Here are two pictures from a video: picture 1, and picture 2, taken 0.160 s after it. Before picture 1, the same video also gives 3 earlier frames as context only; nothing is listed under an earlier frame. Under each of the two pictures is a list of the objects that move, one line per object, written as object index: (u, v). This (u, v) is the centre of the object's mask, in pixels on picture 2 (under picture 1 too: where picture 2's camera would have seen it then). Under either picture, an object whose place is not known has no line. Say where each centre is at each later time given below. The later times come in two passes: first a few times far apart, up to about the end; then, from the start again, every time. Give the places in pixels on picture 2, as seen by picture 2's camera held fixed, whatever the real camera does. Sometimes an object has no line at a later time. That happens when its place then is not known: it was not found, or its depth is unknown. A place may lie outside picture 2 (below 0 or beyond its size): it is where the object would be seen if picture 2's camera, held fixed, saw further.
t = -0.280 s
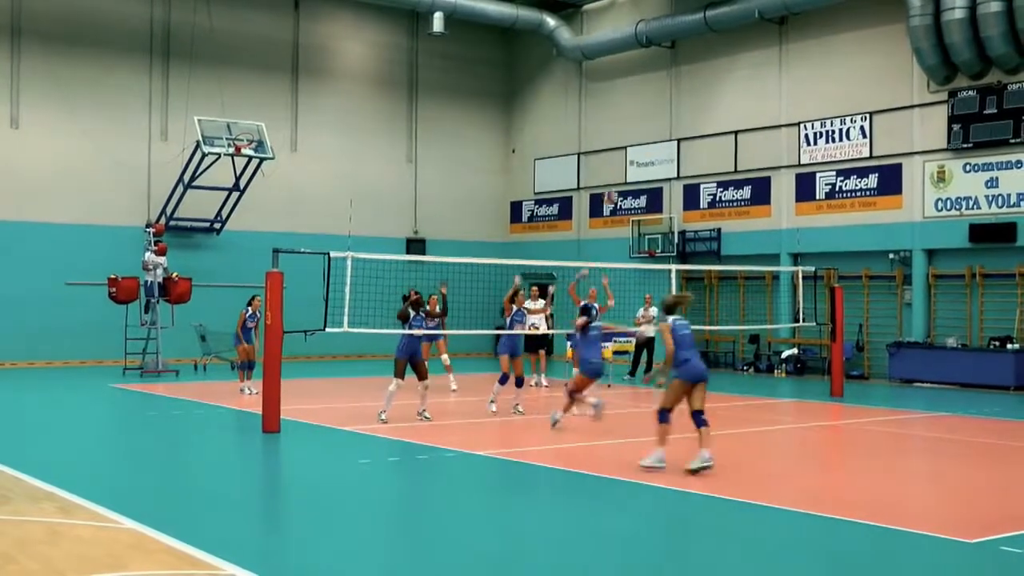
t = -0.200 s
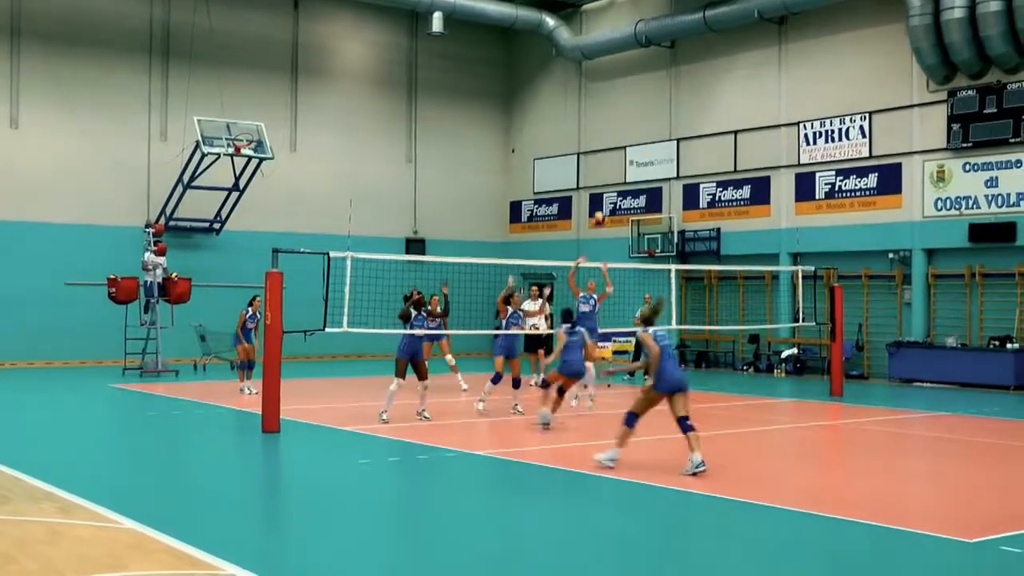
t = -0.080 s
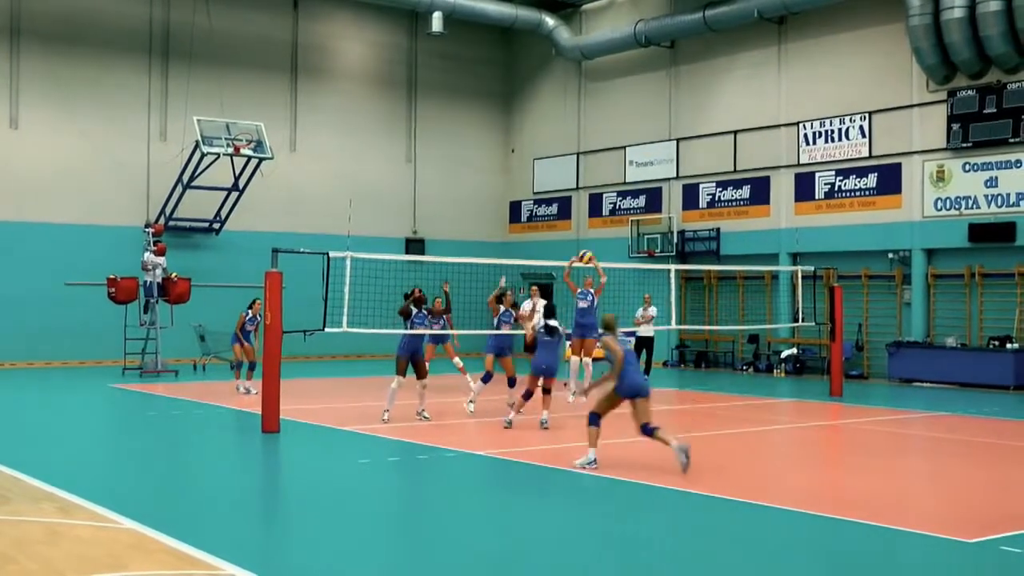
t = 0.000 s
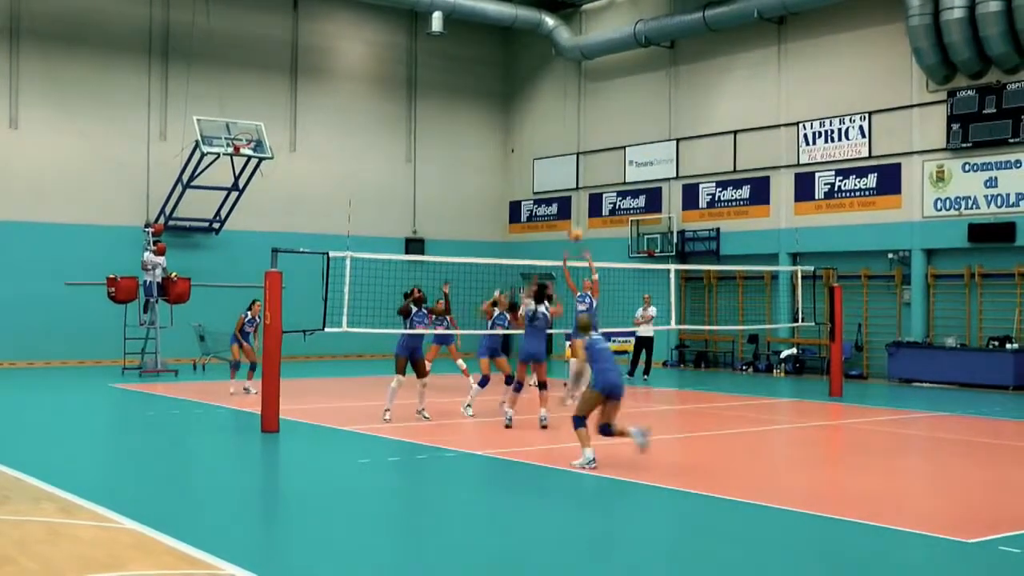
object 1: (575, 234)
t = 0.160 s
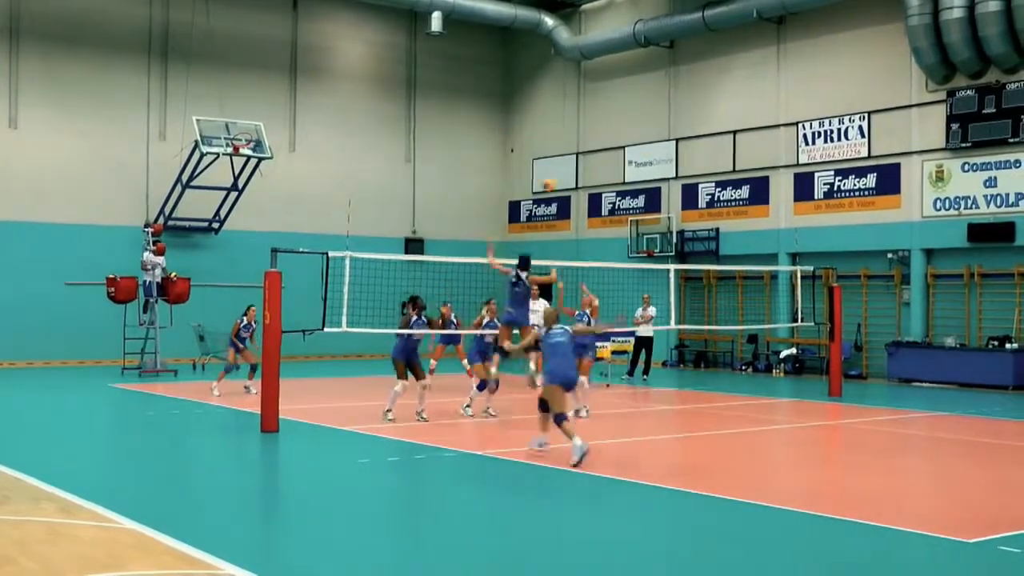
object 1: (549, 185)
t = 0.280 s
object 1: (530, 157)
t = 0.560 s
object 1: (480, 131)
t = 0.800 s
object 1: (435, 158)
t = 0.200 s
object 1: (543, 173)
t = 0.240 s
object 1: (536, 164)
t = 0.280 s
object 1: (530, 157)
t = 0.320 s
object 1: (522, 149)
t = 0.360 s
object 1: (516, 144)
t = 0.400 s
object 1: (509, 139)
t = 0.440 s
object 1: (501, 135)
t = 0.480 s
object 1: (495, 132)
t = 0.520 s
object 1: (487, 131)
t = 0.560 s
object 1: (480, 131)
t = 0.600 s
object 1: (473, 132)
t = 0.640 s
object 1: (465, 134)
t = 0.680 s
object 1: (458, 138)
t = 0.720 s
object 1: (450, 143)
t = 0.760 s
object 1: (443, 150)
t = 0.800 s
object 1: (435, 158)
